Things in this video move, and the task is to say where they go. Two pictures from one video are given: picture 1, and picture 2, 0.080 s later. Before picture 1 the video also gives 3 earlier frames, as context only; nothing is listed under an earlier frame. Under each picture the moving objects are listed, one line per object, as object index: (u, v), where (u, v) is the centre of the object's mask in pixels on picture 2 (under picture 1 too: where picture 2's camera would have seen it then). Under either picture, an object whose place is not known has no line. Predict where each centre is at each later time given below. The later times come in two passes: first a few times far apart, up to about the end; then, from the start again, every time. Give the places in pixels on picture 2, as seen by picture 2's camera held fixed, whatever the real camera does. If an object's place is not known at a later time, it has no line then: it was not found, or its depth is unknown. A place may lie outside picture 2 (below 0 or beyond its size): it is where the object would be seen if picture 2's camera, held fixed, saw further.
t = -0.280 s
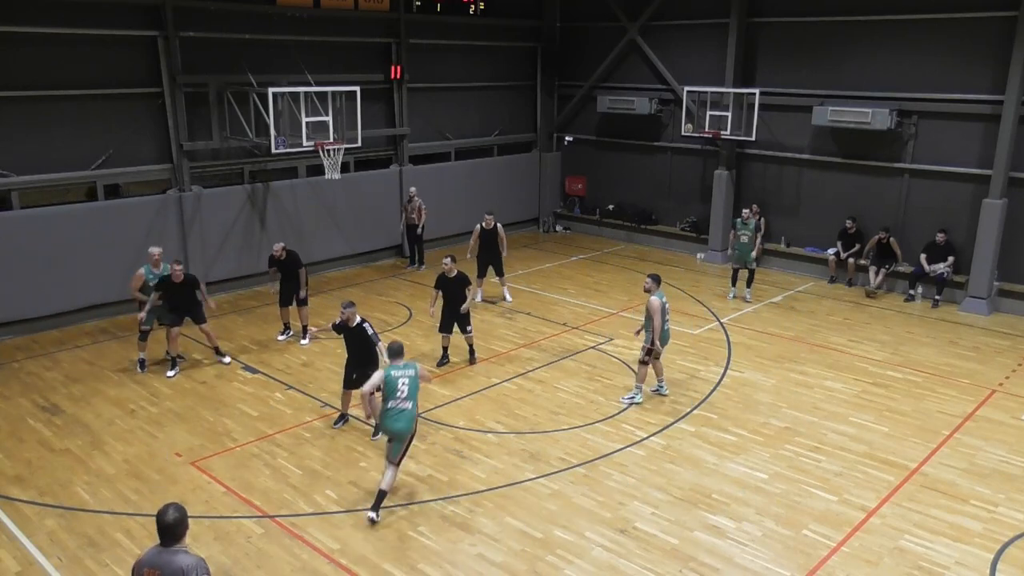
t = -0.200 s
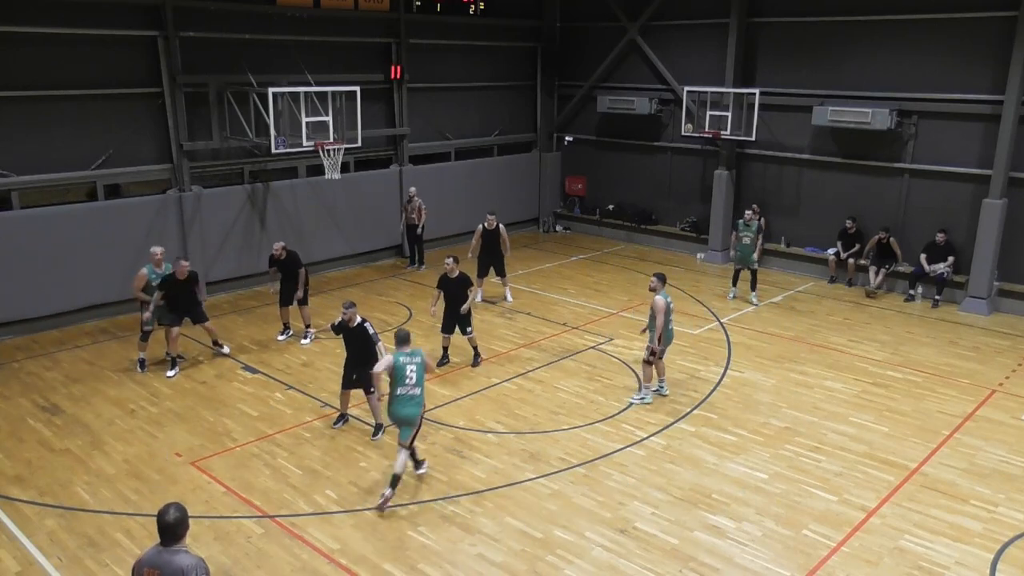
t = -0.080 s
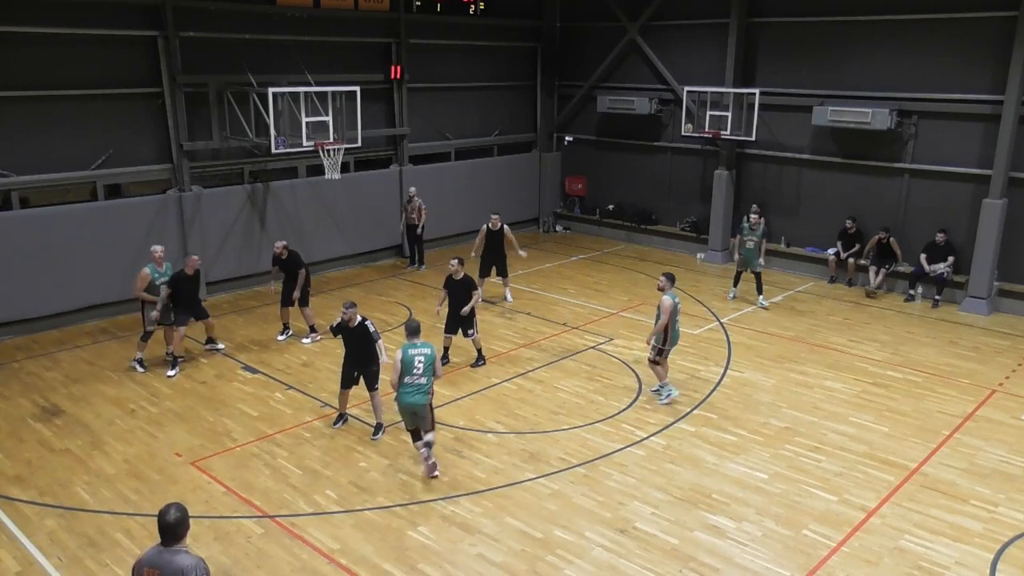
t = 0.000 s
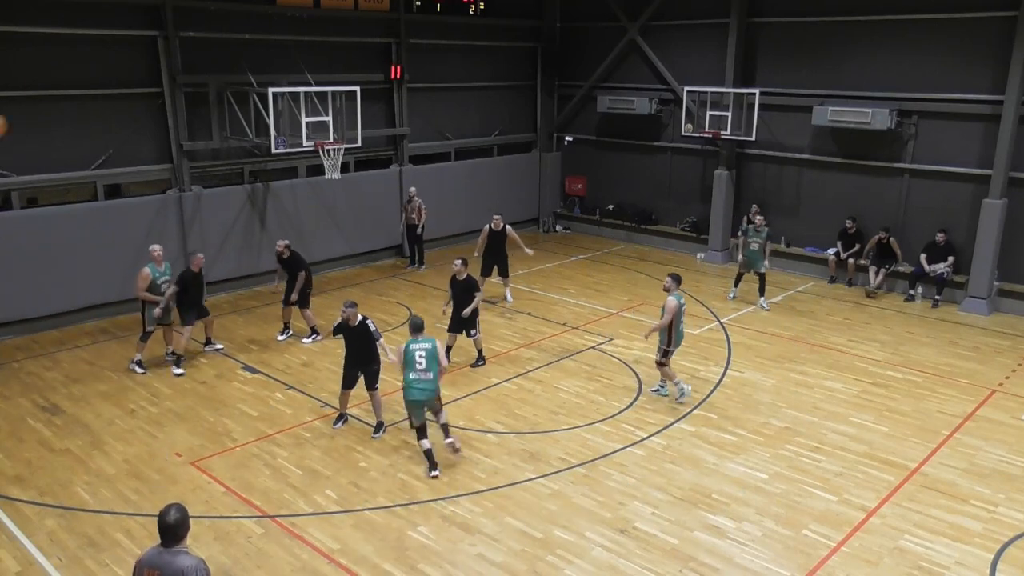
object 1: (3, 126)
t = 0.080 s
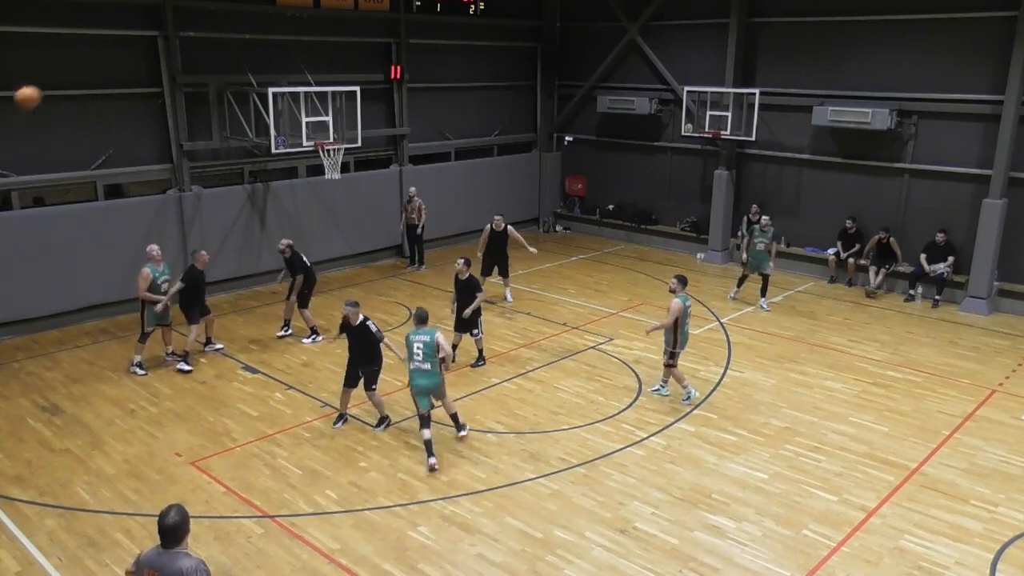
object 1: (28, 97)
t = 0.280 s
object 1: (109, 51)
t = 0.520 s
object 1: (195, 43)
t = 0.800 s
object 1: (279, 81)
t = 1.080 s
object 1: (338, 137)
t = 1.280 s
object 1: (328, 126)
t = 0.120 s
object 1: (45, 84)
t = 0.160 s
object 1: (62, 74)
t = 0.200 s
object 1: (78, 65)
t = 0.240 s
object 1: (93, 57)
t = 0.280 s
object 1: (109, 51)
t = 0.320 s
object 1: (125, 46)
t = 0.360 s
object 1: (139, 43)
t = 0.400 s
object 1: (154, 41)
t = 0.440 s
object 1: (168, 41)
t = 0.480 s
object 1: (182, 41)
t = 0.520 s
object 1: (195, 43)
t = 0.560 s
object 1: (208, 45)
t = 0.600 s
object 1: (221, 49)
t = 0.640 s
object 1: (234, 54)
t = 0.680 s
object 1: (245, 60)
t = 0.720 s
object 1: (257, 67)
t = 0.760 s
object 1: (269, 74)
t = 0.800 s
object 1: (279, 81)
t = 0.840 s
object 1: (290, 91)
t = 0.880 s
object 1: (301, 100)
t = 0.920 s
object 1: (312, 111)
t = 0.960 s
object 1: (321, 123)
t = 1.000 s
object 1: (332, 134)
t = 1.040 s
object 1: (335, 137)
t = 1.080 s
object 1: (338, 137)
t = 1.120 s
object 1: (335, 134)
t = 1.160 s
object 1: (332, 131)
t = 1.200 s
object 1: (328, 128)
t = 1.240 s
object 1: (328, 126)
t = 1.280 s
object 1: (328, 126)
